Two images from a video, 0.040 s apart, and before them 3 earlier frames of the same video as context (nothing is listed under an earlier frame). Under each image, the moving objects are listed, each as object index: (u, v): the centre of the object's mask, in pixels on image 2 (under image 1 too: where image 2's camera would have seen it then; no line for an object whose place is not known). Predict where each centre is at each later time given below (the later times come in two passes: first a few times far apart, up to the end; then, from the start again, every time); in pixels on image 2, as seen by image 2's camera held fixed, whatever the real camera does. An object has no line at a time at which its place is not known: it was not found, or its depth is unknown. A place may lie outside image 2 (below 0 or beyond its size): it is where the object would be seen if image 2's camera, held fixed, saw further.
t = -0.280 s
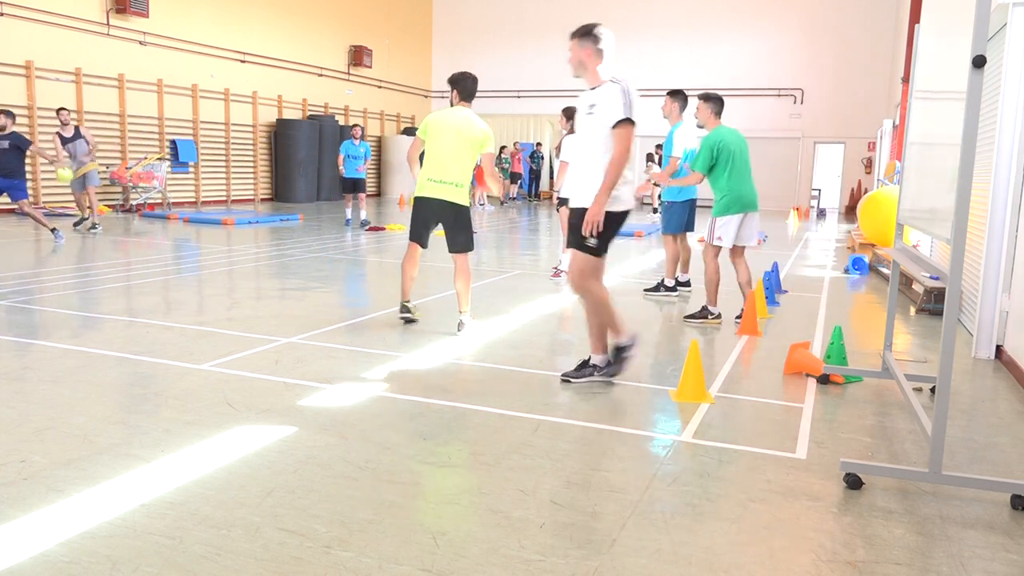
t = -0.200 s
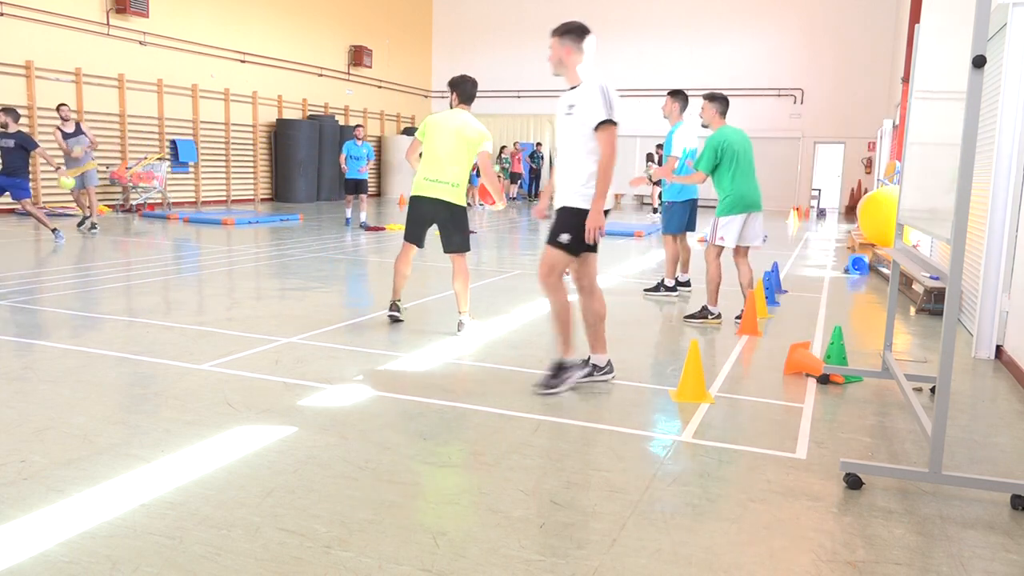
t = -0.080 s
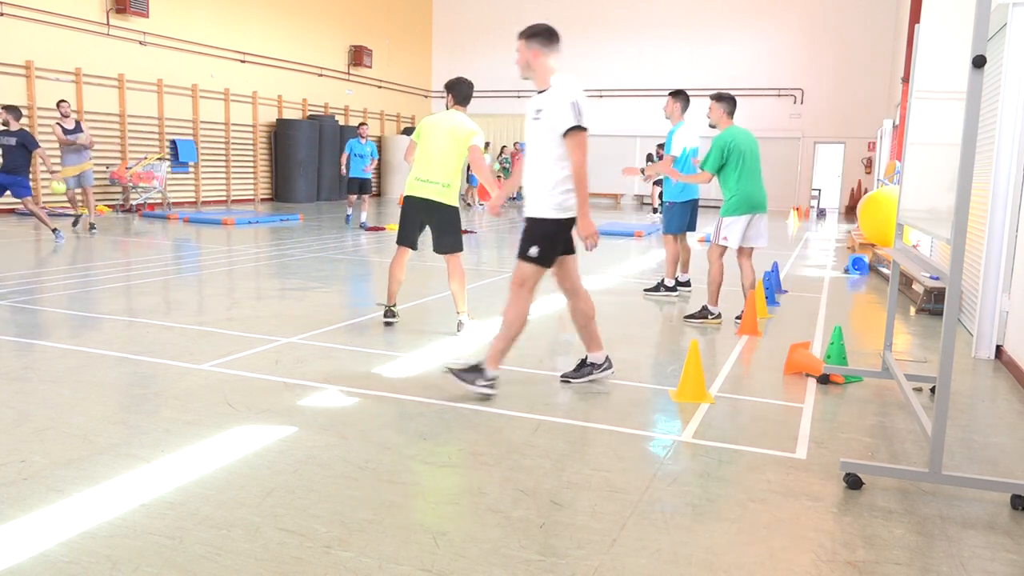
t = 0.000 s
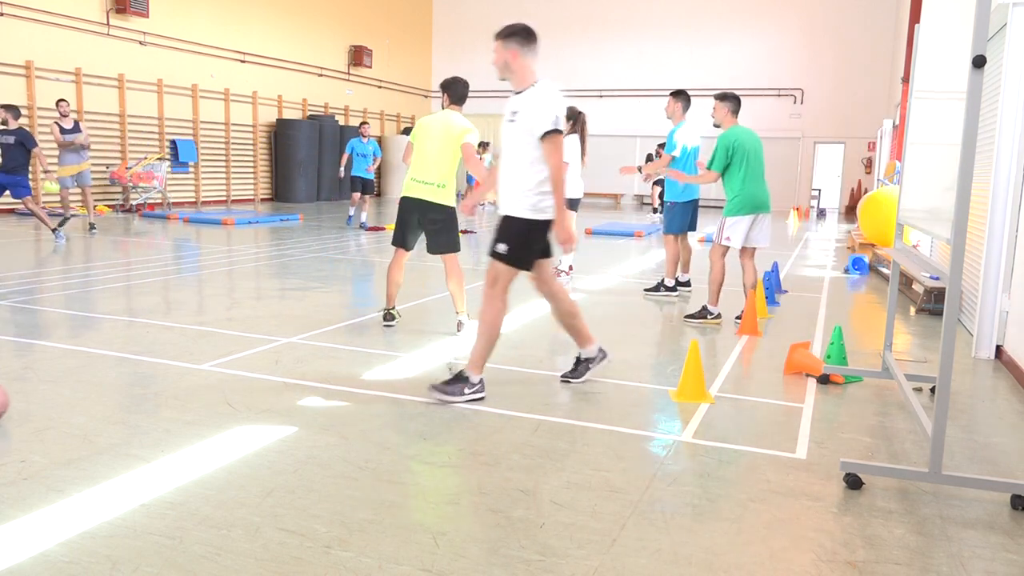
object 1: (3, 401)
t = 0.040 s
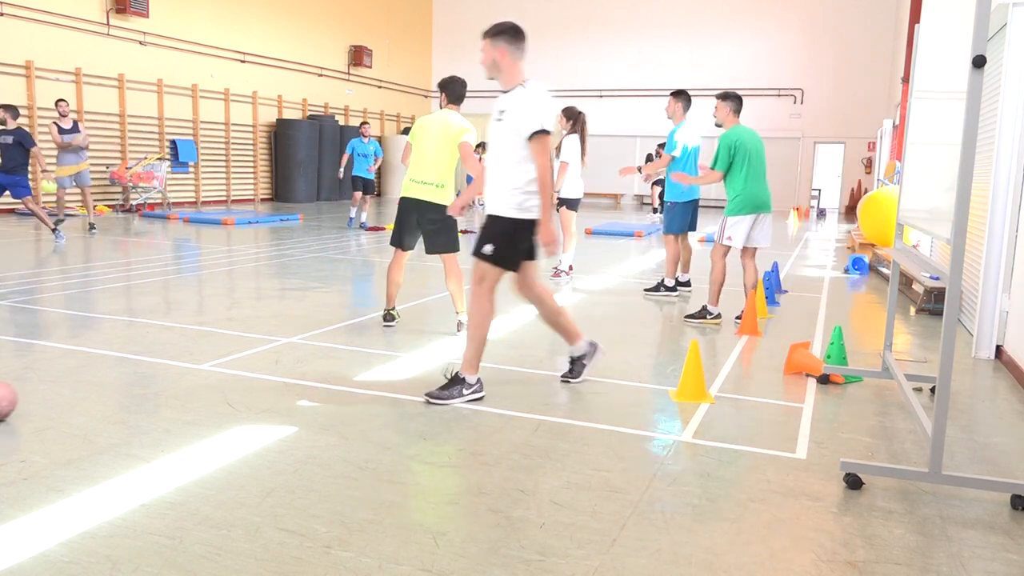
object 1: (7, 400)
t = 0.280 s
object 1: (45, 390)
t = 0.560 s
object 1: (100, 378)
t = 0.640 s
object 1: (114, 376)
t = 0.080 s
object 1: (11, 398)
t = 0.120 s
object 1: (15, 397)
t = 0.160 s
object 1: (20, 395)
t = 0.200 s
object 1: (28, 393)
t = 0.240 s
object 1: (36, 391)
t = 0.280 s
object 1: (45, 390)
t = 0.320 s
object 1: (53, 388)
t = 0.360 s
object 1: (61, 386)
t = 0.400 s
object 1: (70, 384)
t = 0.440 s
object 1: (77, 383)
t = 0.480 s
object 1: (85, 381)
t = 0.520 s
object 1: (92, 379)
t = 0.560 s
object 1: (100, 378)
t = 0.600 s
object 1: (107, 377)
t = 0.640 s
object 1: (114, 376)
